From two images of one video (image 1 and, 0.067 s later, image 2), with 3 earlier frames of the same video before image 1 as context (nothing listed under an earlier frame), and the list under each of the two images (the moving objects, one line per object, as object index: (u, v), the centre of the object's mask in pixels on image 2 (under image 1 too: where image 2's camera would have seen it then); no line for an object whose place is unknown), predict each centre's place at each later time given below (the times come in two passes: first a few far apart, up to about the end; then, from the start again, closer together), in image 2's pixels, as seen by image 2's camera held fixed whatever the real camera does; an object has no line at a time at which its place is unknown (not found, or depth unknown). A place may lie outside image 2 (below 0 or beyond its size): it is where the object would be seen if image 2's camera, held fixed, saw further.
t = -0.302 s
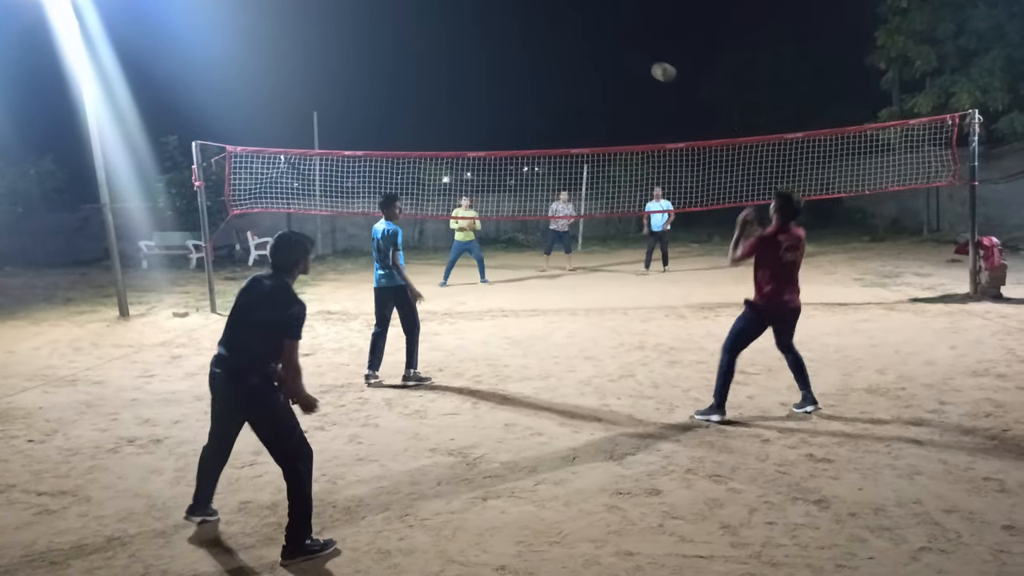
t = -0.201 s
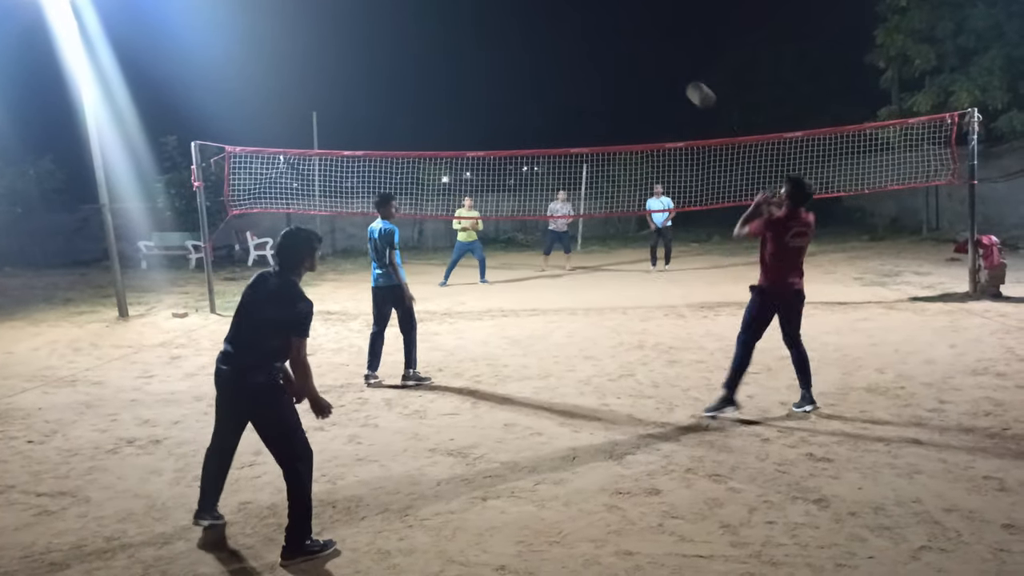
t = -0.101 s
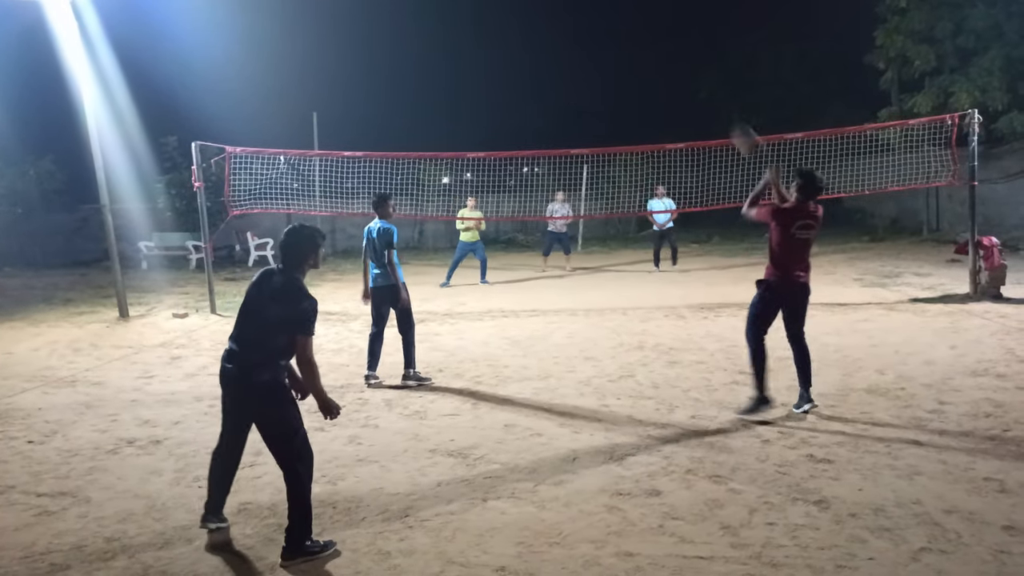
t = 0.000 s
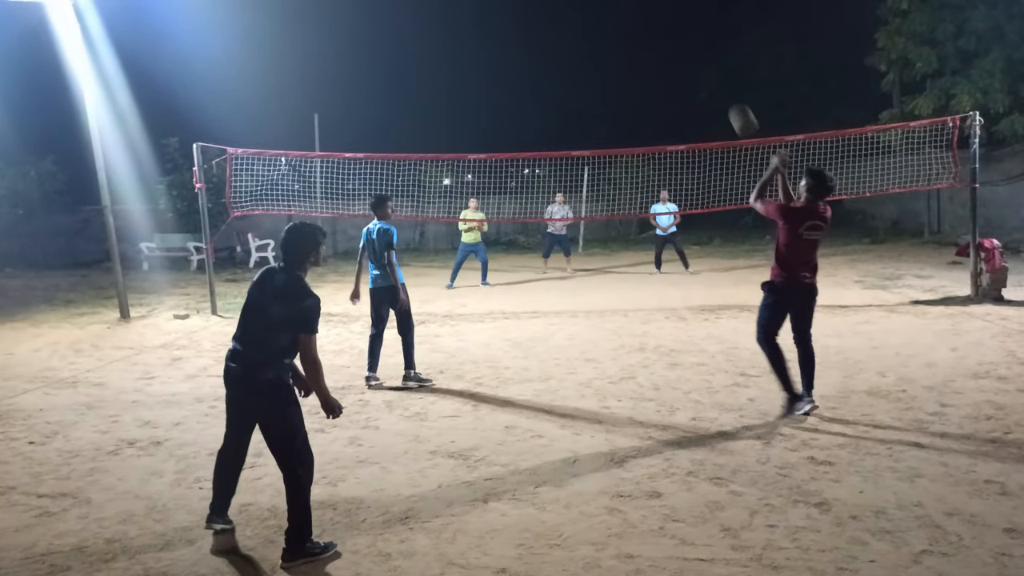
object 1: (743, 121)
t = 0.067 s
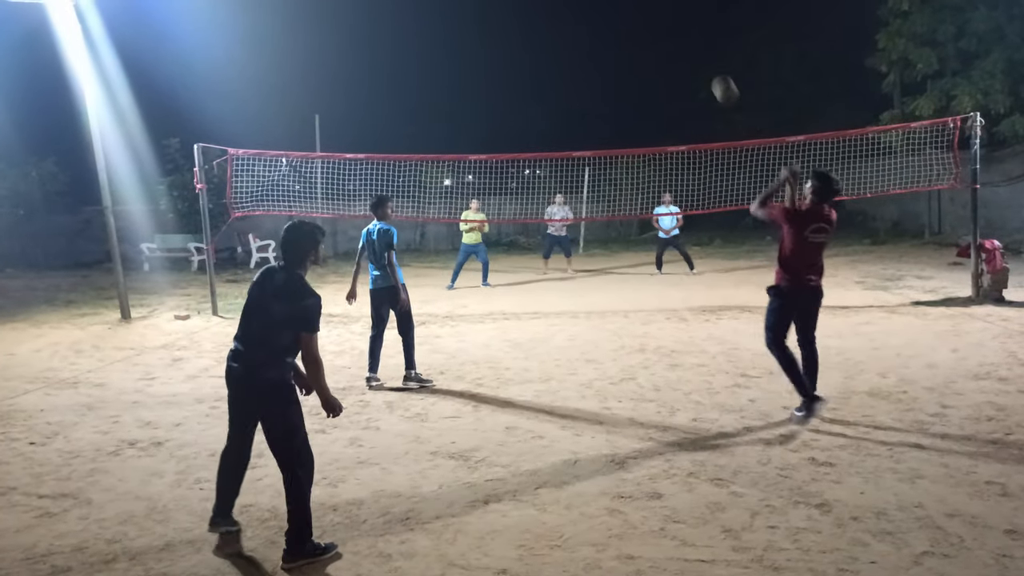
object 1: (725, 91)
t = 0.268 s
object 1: (677, 41)
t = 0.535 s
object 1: (631, 51)
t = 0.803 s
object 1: (598, 113)
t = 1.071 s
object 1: (574, 204)
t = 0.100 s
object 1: (716, 78)
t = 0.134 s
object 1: (708, 67)
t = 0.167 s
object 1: (699, 57)
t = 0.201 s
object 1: (692, 51)
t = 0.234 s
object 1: (685, 45)
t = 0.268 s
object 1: (677, 41)
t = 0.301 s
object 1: (671, 39)
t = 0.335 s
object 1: (664, 38)
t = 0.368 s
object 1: (658, 38)
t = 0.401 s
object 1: (652, 39)
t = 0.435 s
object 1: (646, 40)
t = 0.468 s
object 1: (641, 43)
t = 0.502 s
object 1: (636, 47)
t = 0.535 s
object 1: (631, 51)
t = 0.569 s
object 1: (626, 56)
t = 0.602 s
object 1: (622, 62)
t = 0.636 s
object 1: (617, 69)
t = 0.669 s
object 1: (613, 77)
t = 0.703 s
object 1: (609, 85)
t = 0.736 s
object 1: (605, 94)
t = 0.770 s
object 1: (601, 103)
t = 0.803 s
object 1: (598, 113)
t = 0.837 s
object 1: (594, 123)
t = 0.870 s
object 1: (591, 133)
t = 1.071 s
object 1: (574, 204)
